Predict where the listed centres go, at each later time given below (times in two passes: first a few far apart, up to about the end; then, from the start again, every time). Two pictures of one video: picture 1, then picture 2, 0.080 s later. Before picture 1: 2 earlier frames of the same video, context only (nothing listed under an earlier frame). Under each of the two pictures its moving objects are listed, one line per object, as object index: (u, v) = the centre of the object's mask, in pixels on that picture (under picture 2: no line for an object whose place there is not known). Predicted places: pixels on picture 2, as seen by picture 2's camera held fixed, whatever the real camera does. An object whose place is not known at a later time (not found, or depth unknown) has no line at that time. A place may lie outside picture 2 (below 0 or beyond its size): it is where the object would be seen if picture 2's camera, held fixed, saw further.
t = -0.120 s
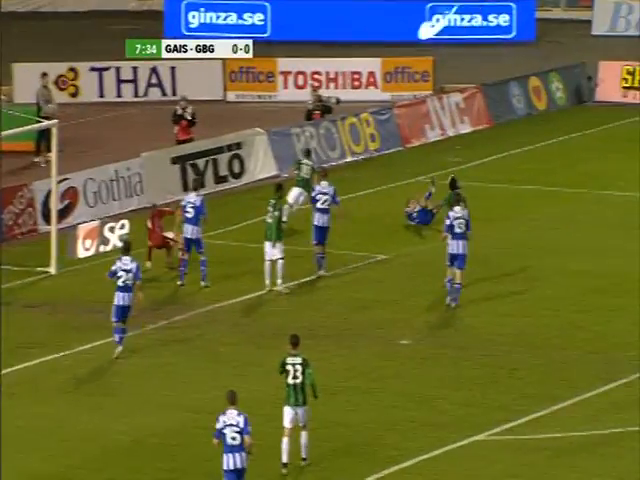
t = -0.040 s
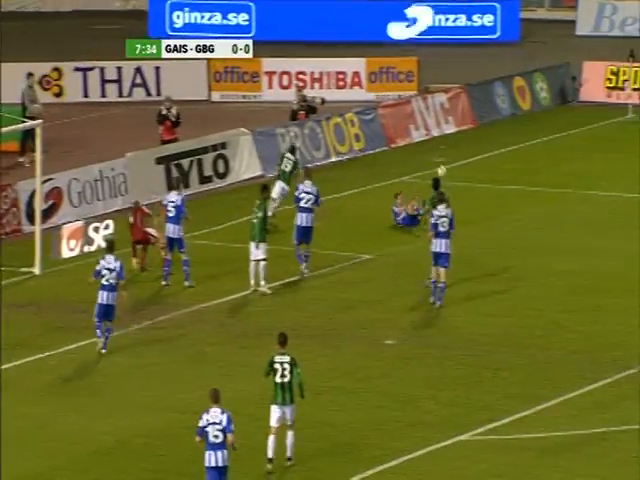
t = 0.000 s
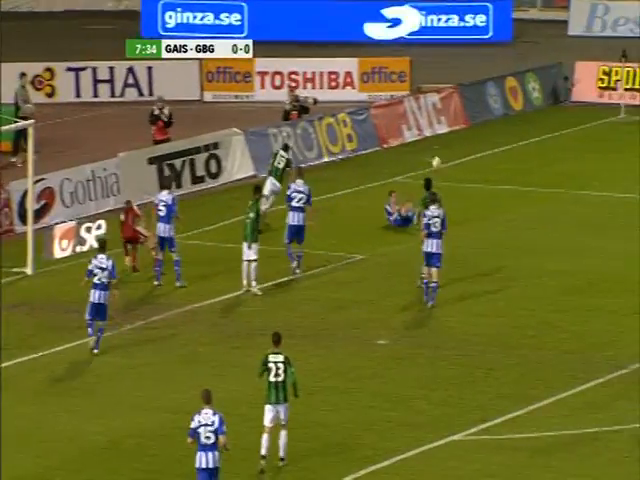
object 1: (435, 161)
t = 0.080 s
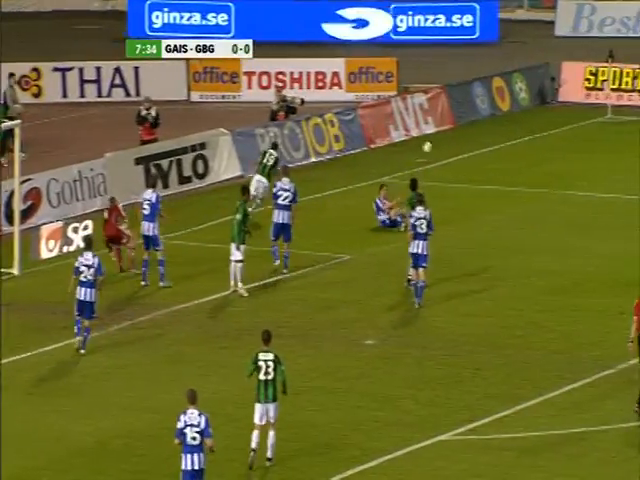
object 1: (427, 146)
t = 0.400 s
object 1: (438, 121)
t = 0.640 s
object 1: (446, 136)
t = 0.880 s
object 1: (454, 151)
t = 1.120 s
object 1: (464, 134)
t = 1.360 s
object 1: (473, 145)
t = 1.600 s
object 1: (481, 138)
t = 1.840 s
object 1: (489, 140)
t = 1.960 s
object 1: (493, 136)
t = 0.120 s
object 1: (428, 140)
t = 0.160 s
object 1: (429, 134)
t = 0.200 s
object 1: (430, 129)
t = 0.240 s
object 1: (432, 126)
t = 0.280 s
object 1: (434, 123)
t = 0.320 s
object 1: (435, 122)
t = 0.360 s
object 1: (436, 121)
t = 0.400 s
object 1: (438, 121)
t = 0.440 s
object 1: (439, 122)
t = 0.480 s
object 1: (440, 122)
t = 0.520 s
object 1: (442, 124)
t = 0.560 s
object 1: (443, 128)
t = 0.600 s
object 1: (445, 133)
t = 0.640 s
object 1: (446, 136)
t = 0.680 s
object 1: (448, 142)
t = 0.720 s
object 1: (450, 148)
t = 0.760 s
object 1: (451, 154)
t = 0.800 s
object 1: (453, 163)
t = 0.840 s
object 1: (454, 158)
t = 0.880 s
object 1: (454, 151)
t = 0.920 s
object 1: (456, 147)
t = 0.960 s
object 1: (458, 143)
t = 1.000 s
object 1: (460, 140)
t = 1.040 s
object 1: (461, 137)
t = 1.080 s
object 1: (462, 135)
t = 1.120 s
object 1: (464, 134)
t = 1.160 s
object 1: (465, 134)
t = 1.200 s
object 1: (467, 134)
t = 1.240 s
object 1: (469, 136)
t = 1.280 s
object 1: (470, 138)
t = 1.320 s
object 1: (471, 141)
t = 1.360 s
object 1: (473, 145)
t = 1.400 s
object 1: (474, 148)
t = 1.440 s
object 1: (475, 147)
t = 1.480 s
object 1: (477, 143)
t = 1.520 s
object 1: (478, 141)
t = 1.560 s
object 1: (480, 139)
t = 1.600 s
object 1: (481, 138)
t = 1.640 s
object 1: (482, 137)
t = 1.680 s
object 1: (484, 137)
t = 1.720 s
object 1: (486, 138)
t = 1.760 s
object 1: (487, 140)
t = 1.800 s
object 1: (488, 143)
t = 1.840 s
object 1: (489, 140)
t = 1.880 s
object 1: (490, 138)
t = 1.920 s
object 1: (492, 136)
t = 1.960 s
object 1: (493, 136)
